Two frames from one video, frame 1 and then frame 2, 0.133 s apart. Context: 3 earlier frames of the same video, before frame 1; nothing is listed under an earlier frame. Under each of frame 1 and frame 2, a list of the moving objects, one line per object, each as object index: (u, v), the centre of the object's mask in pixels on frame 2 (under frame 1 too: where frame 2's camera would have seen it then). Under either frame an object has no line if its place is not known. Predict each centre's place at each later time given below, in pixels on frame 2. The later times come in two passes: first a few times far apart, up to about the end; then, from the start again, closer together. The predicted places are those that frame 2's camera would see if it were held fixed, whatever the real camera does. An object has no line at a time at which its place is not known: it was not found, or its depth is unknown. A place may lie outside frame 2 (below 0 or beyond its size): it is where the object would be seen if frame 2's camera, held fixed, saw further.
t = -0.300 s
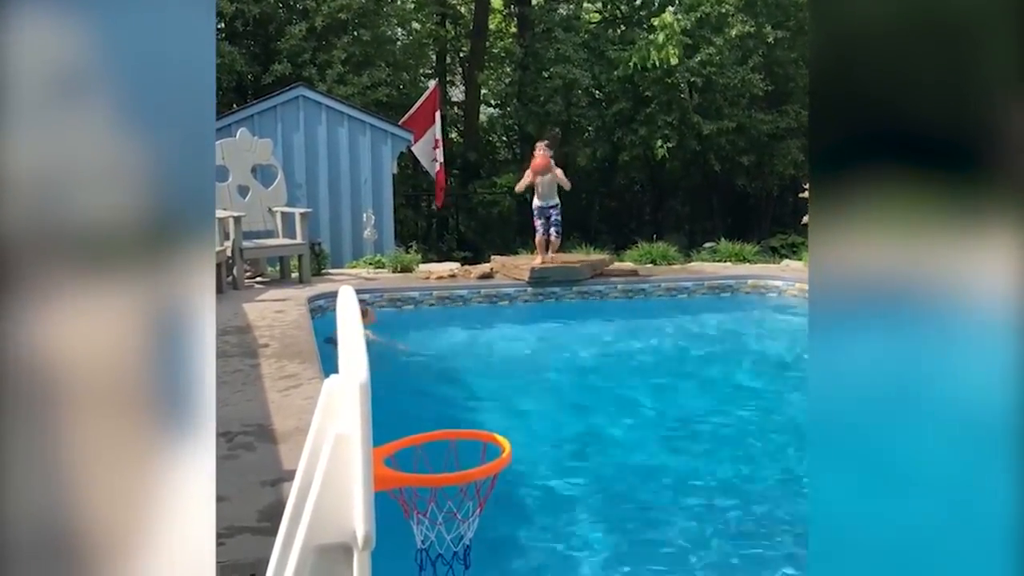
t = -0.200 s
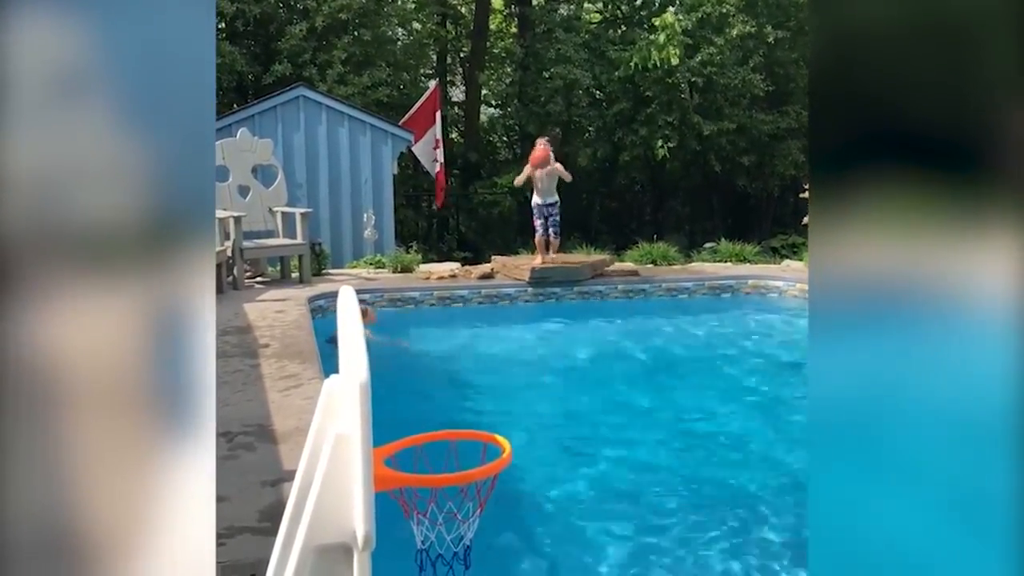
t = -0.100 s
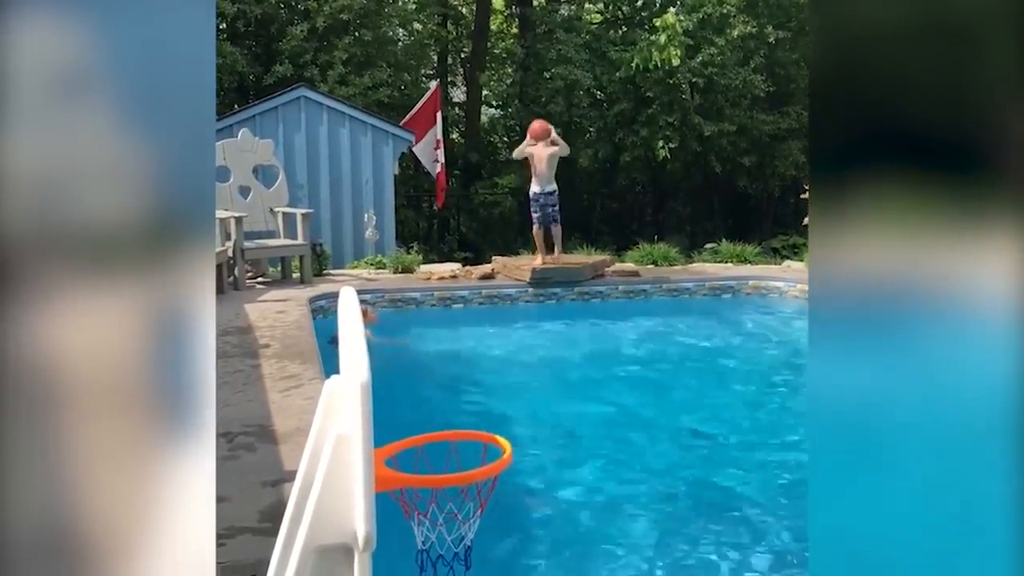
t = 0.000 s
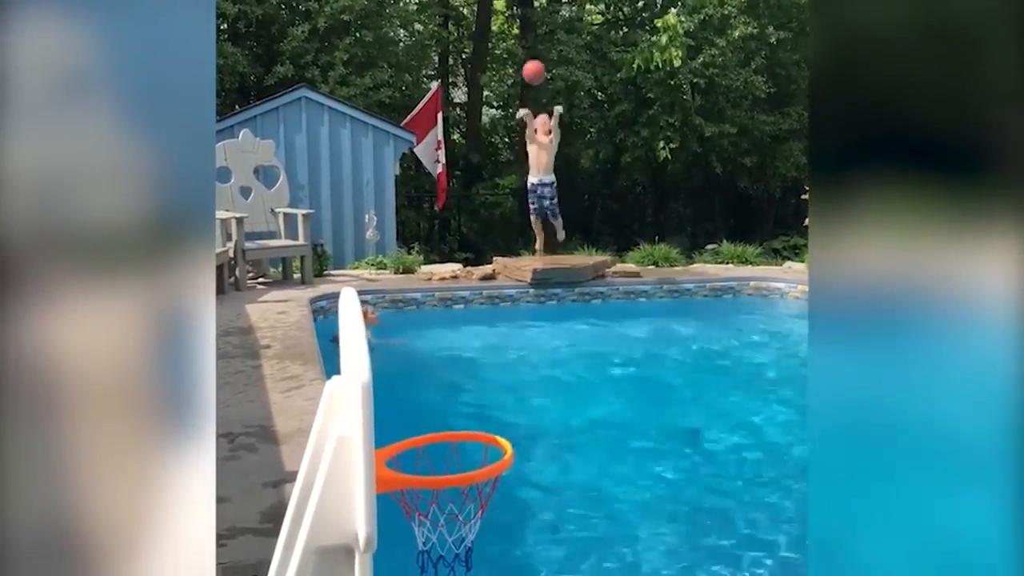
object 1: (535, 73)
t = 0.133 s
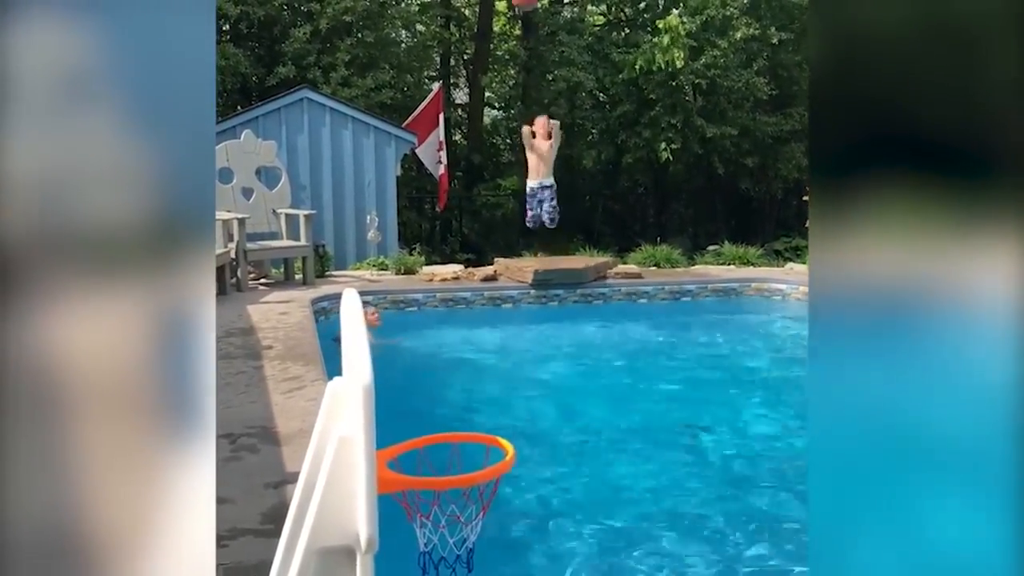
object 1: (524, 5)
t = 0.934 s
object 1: (414, 79)
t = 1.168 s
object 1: (470, 498)
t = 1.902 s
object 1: (557, 635)
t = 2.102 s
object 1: (581, 635)
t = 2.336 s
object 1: (609, 623)
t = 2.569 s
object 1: (633, 609)
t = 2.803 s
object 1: (648, 598)
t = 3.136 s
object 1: (673, 581)
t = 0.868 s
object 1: (429, 12)
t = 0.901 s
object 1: (421, 35)
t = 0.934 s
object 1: (414, 79)
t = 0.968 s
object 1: (405, 131)
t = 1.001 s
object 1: (396, 191)
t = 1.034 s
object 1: (386, 259)
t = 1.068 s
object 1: (398, 320)
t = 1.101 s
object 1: (429, 376)
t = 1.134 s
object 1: (464, 437)
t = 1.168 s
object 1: (470, 498)
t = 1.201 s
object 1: (444, 547)
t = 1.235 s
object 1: (420, 574)
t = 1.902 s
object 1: (557, 635)
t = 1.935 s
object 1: (561, 635)
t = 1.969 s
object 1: (565, 635)
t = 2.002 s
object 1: (569, 635)
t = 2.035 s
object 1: (573, 635)
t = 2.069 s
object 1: (577, 635)
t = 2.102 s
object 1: (581, 635)
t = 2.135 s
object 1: (586, 632)
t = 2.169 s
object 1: (590, 631)
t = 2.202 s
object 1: (594, 630)
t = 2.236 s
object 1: (598, 629)
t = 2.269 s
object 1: (602, 627)
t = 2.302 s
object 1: (605, 625)
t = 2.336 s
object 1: (609, 623)
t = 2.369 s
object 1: (612, 621)
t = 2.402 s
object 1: (617, 618)
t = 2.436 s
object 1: (620, 616)
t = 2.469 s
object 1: (624, 614)
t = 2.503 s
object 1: (627, 612)
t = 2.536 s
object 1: (630, 611)
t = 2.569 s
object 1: (633, 609)
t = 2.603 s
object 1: (636, 608)
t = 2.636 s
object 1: (638, 607)
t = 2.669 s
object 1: (640, 606)
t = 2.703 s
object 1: (642, 604)
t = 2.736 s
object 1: (644, 602)
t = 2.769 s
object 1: (646, 600)
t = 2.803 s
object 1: (648, 598)
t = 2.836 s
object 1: (651, 595)
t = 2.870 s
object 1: (653, 594)
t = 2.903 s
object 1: (655, 592)
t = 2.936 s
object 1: (658, 590)
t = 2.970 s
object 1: (660, 589)
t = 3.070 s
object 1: (667, 585)
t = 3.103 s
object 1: (671, 583)
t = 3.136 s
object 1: (673, 581)
